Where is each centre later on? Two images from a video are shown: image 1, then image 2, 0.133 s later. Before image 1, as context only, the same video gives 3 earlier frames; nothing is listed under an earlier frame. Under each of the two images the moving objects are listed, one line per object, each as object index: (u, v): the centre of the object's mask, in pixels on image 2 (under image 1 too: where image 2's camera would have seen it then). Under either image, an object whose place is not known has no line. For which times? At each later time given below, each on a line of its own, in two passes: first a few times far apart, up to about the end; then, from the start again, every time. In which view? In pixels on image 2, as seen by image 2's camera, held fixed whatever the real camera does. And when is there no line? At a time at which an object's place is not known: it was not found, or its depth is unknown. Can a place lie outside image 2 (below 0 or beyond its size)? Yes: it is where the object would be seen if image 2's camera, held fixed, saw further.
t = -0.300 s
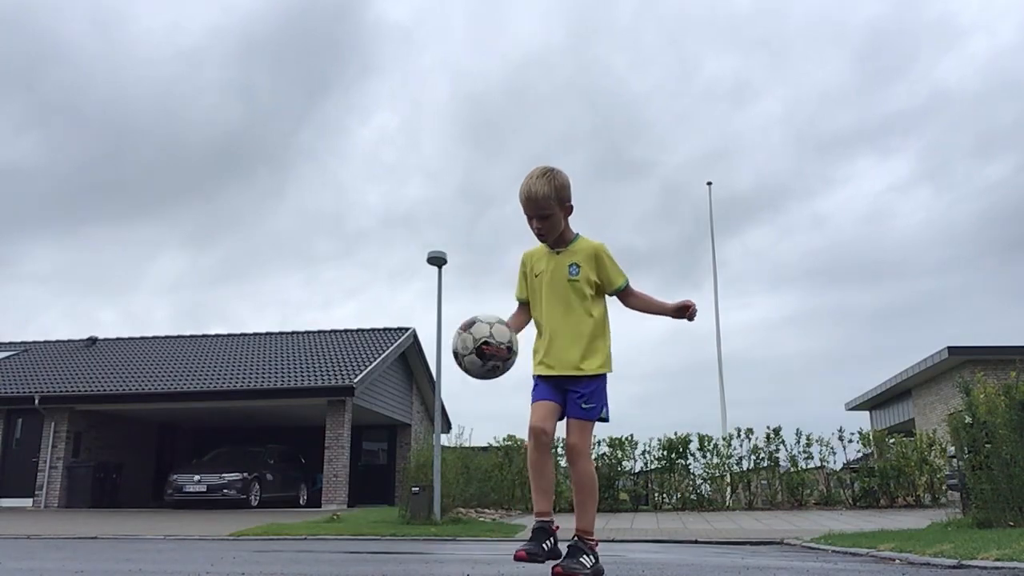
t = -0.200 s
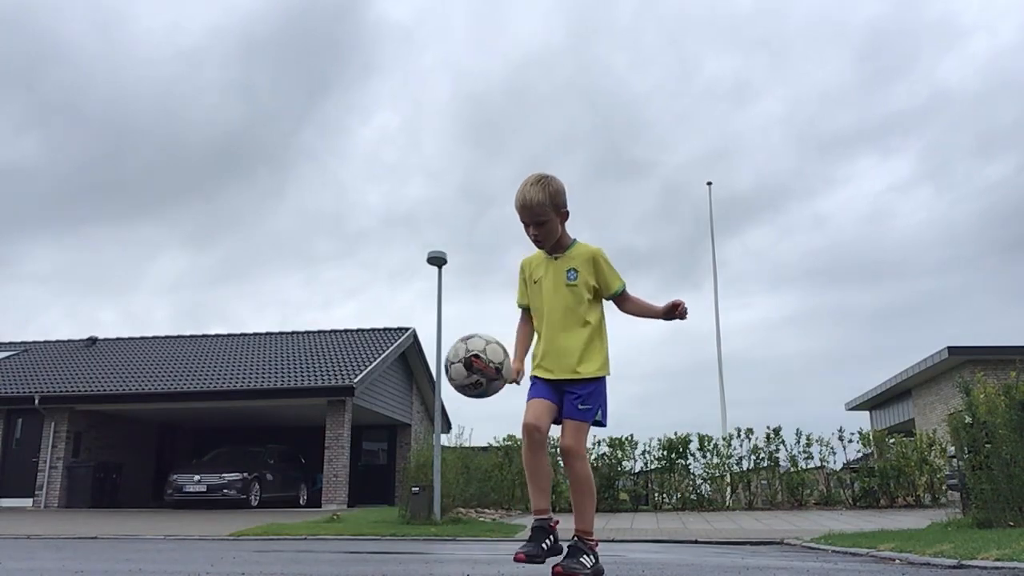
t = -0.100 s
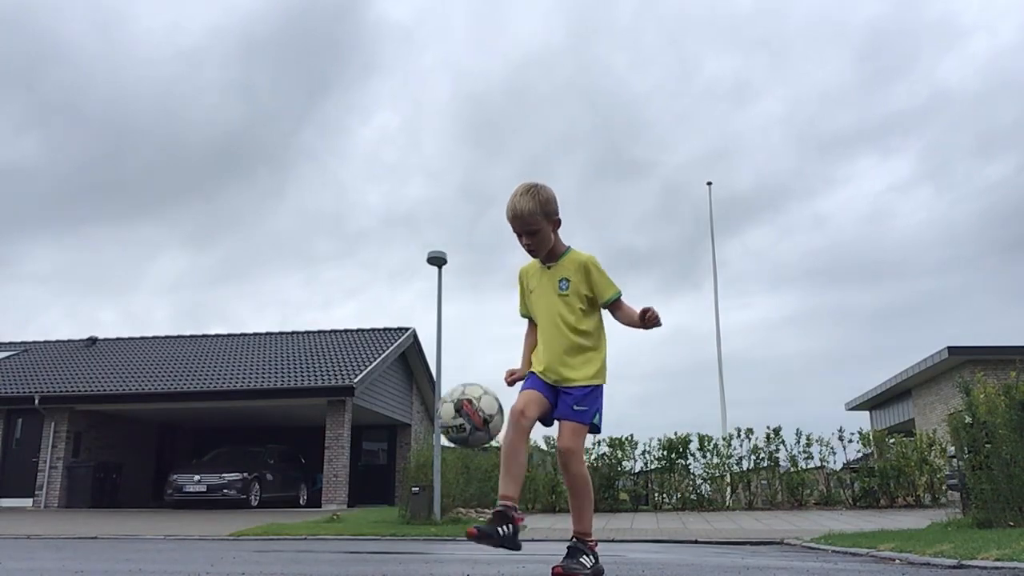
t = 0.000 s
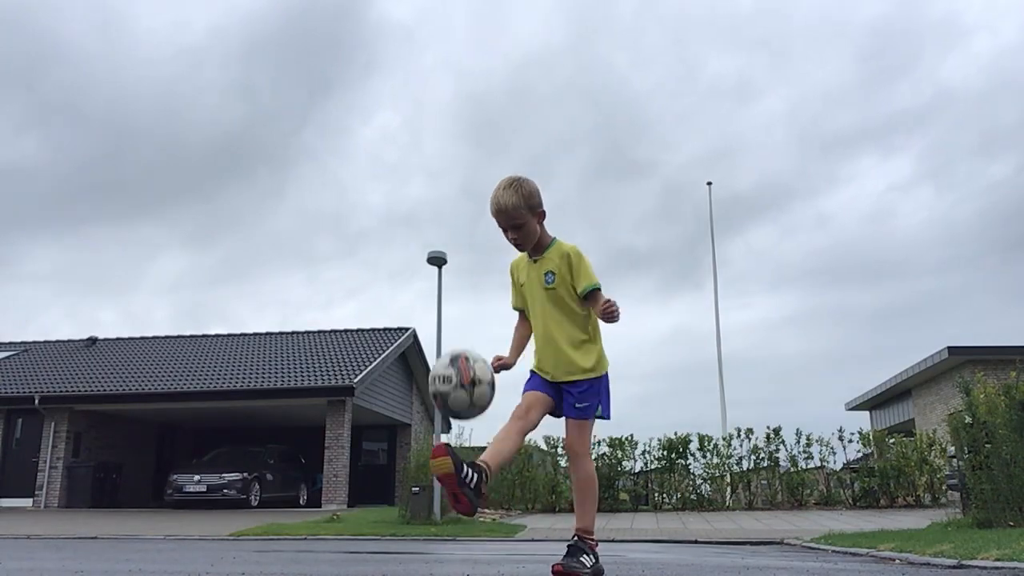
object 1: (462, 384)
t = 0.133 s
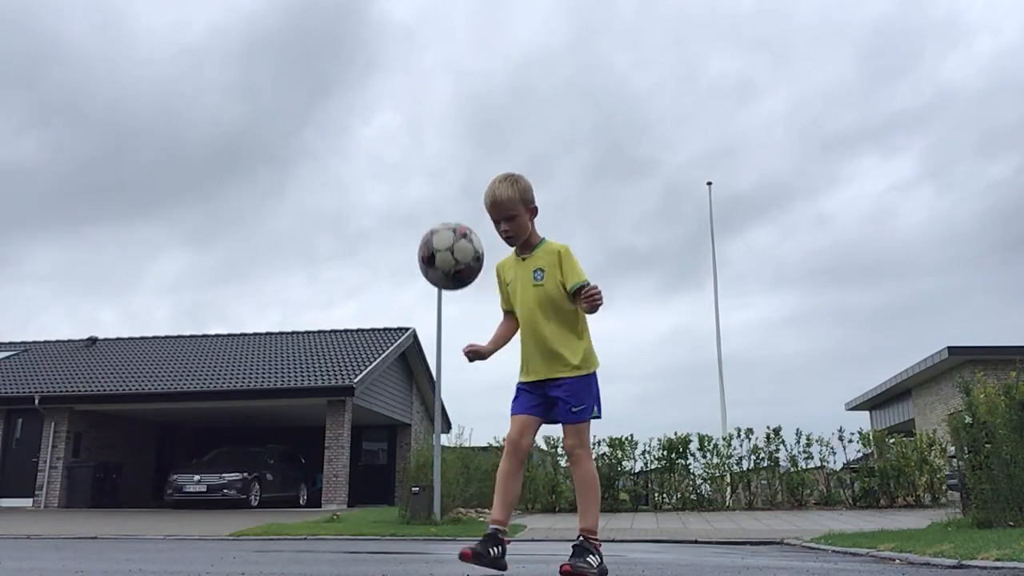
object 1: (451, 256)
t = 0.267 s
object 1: (439, 188)
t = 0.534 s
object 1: (414, 217)
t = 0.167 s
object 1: (448, 234)
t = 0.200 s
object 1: (445, 215)
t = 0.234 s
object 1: (442, 200)
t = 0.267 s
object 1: (439, 188)
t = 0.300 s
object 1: (437, 179)
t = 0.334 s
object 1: (434, 174)
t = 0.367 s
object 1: (431, 173)
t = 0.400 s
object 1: (427, 175)
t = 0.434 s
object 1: (424, 180)
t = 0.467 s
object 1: (421, 189)
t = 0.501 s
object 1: (417, 201)
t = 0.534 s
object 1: (414, 217)
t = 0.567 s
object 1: (410, 237)
